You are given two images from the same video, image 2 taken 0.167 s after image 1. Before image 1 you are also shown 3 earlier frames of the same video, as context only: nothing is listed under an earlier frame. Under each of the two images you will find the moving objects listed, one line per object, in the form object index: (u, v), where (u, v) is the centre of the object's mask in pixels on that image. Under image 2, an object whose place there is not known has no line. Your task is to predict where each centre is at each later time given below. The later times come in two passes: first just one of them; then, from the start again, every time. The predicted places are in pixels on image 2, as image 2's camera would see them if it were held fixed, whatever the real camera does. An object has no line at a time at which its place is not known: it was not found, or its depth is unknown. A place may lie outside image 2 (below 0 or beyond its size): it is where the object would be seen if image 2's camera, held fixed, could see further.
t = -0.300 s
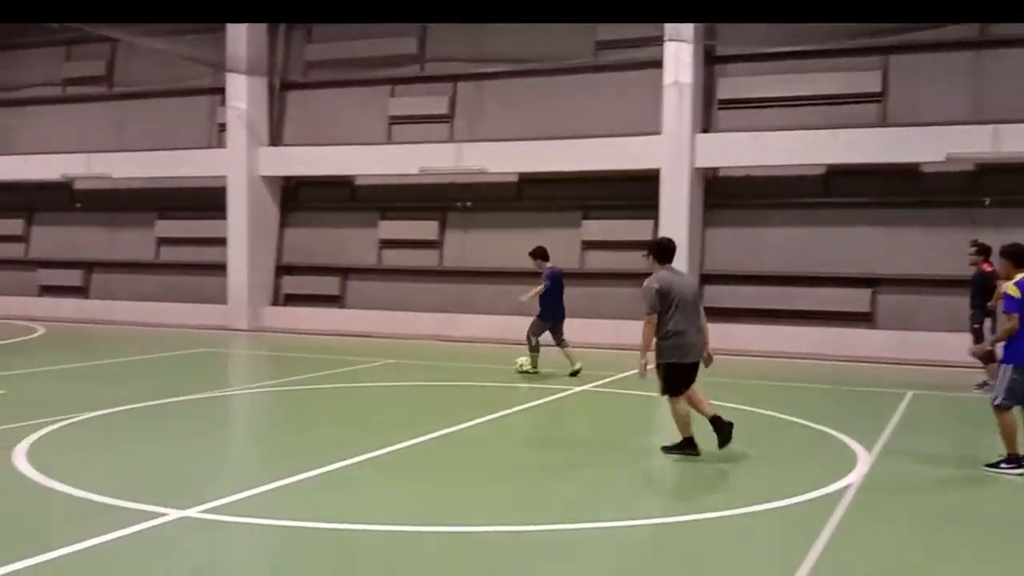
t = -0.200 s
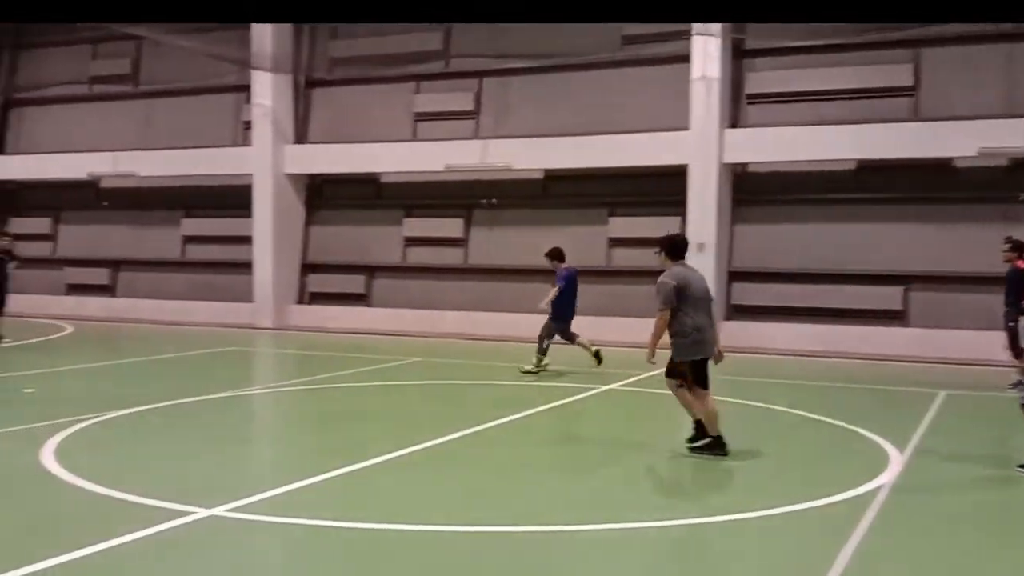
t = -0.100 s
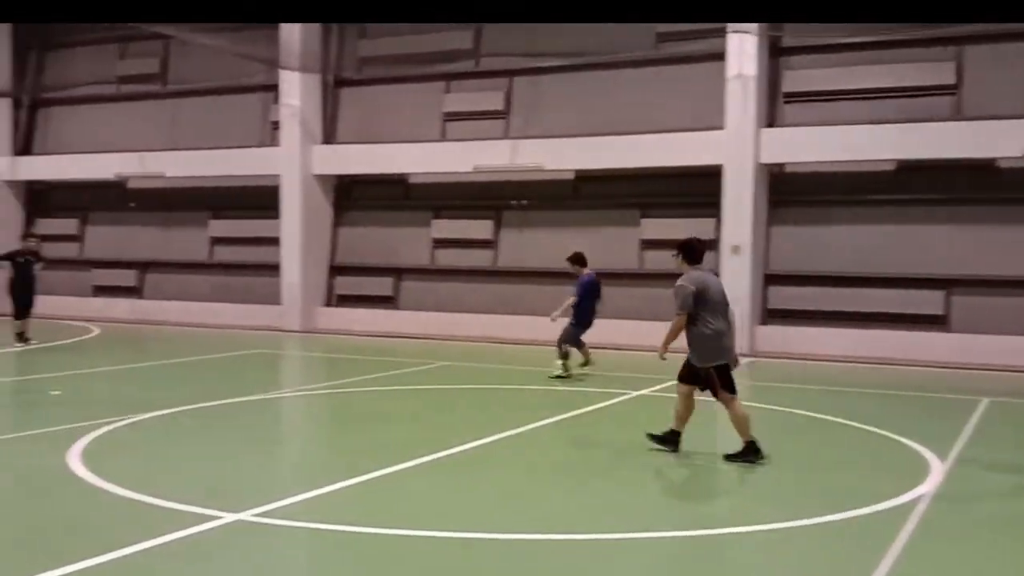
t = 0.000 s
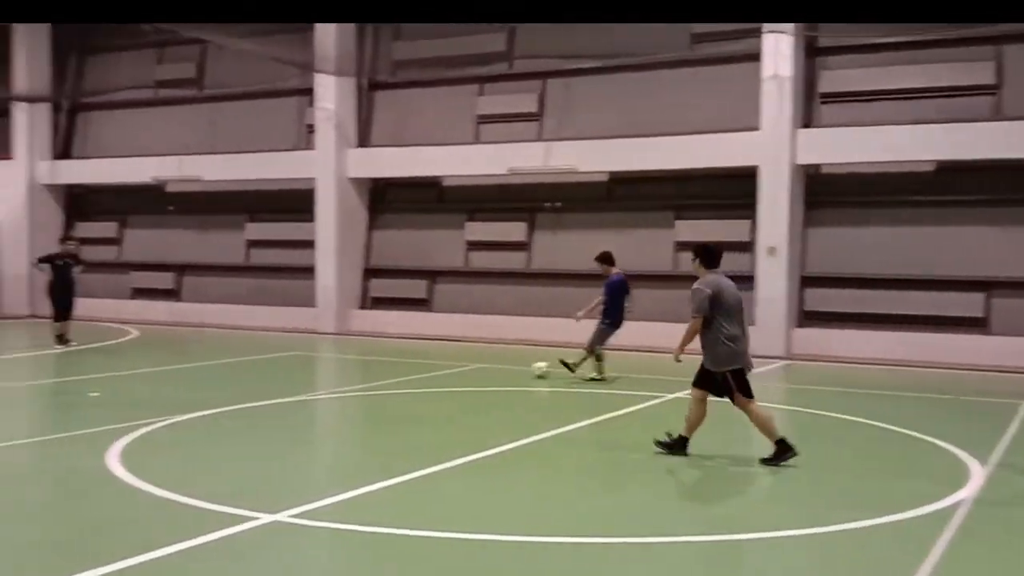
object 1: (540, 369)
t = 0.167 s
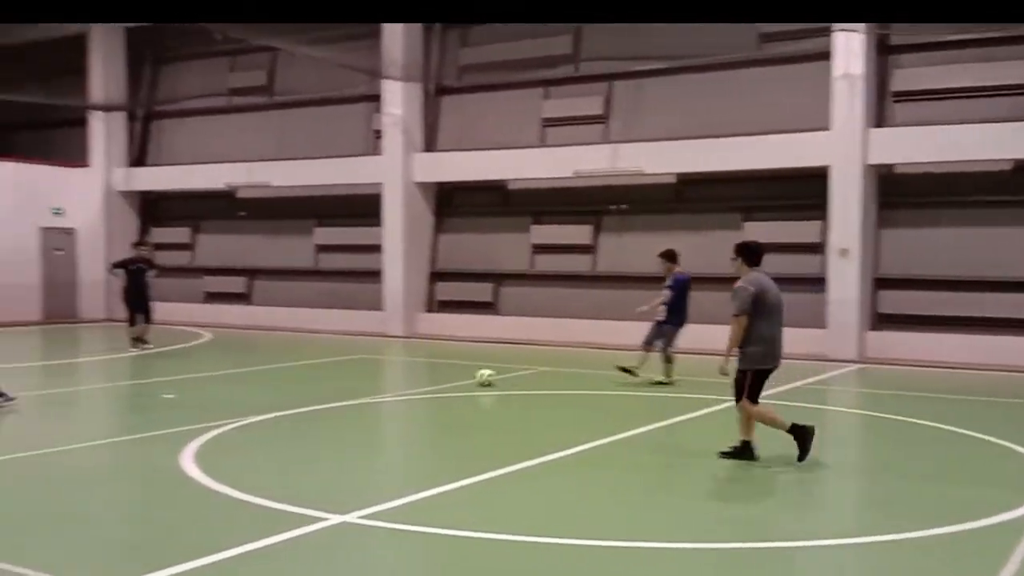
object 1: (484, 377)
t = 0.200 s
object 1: (461, 377)
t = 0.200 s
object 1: (461, 377)
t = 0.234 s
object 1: (436, 378)
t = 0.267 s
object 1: (414, 378)
